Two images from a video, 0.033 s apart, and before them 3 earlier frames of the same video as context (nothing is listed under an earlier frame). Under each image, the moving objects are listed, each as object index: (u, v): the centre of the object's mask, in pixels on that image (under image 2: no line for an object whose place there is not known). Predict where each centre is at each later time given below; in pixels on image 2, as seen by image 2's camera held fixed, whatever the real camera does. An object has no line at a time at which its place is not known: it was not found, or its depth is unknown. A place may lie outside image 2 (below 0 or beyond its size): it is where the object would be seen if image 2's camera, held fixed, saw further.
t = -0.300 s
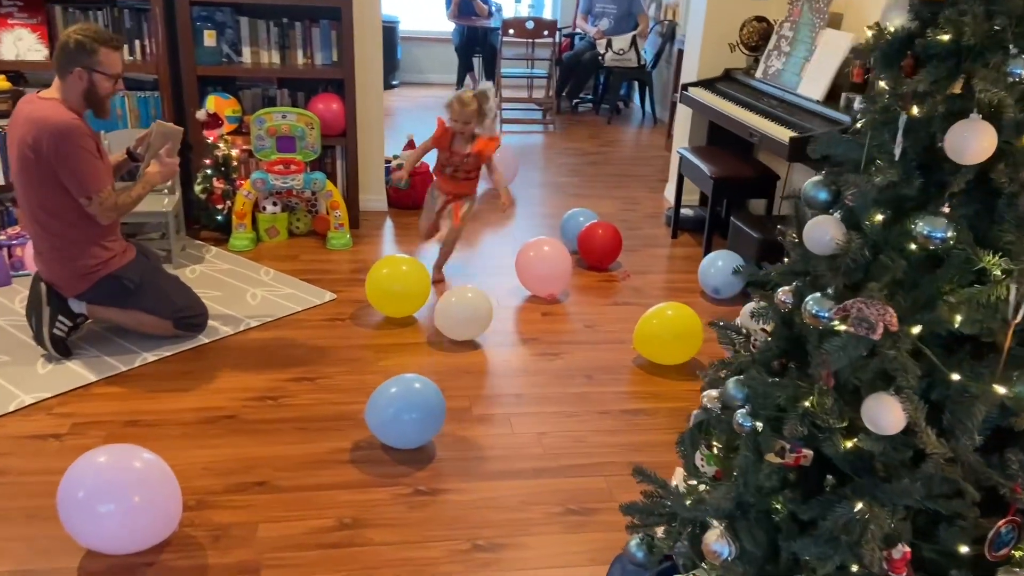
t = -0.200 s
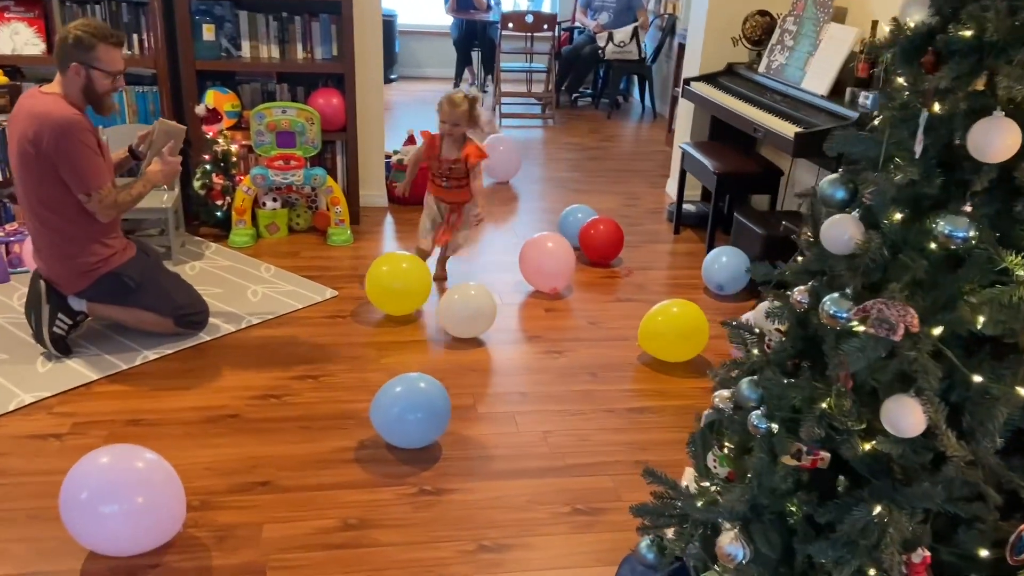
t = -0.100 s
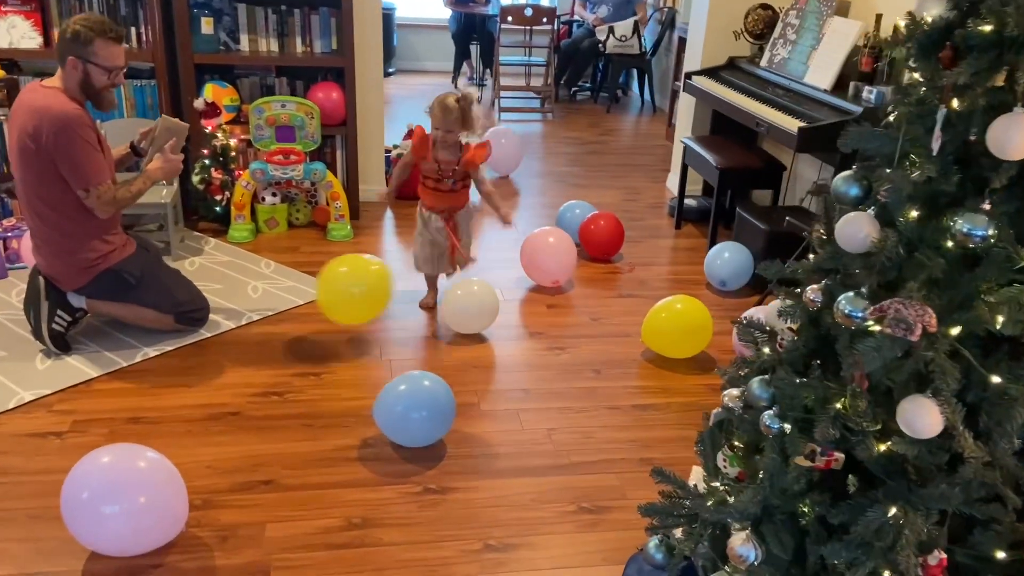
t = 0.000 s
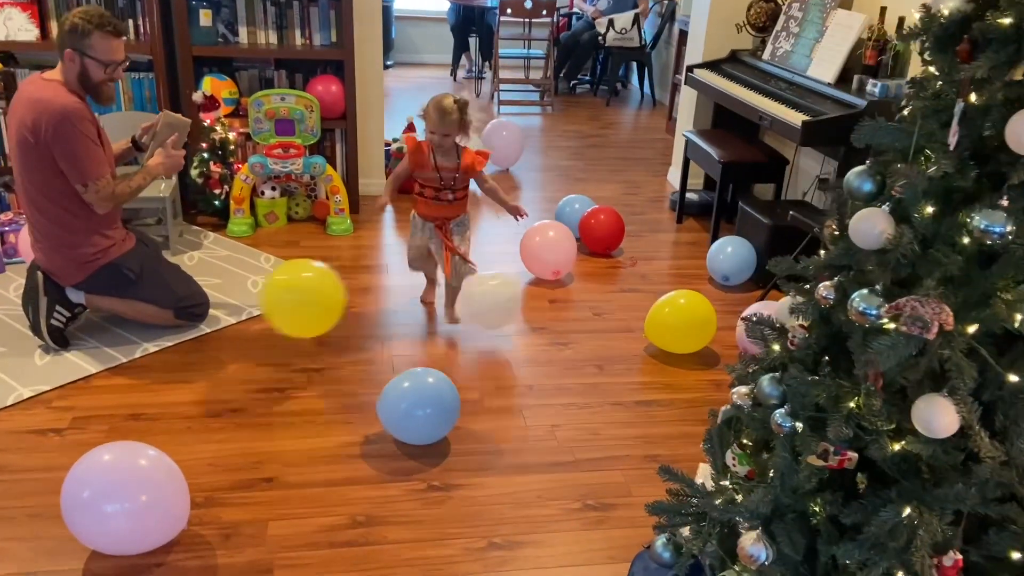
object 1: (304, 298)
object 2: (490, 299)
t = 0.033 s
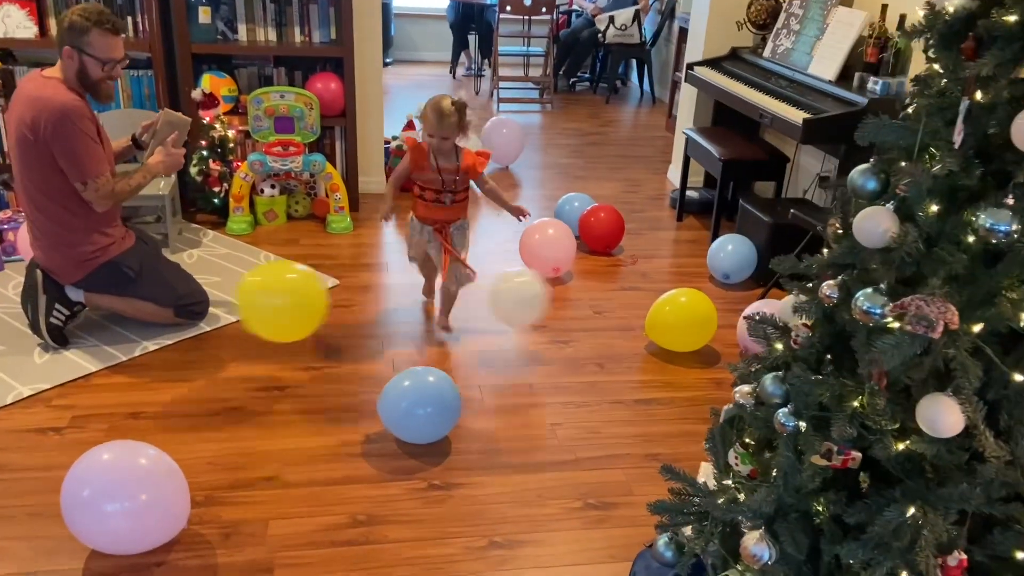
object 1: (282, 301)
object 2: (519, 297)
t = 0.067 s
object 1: (259, 306)
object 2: (550, 295)
